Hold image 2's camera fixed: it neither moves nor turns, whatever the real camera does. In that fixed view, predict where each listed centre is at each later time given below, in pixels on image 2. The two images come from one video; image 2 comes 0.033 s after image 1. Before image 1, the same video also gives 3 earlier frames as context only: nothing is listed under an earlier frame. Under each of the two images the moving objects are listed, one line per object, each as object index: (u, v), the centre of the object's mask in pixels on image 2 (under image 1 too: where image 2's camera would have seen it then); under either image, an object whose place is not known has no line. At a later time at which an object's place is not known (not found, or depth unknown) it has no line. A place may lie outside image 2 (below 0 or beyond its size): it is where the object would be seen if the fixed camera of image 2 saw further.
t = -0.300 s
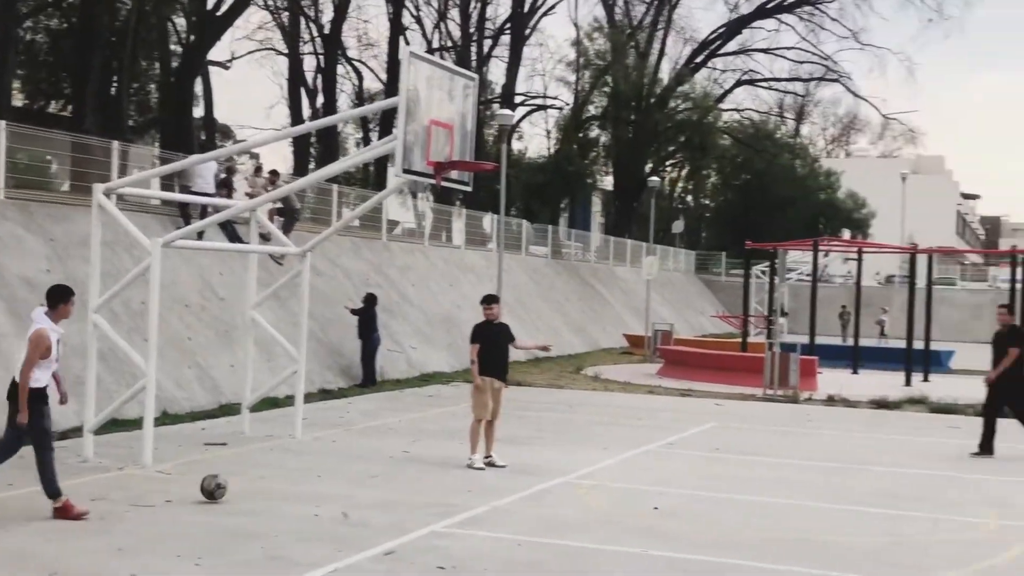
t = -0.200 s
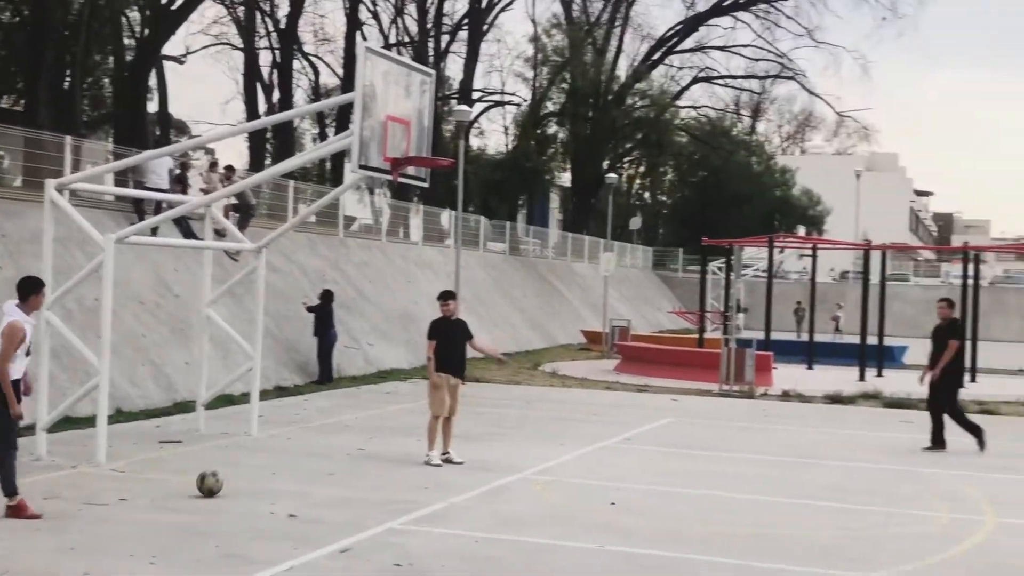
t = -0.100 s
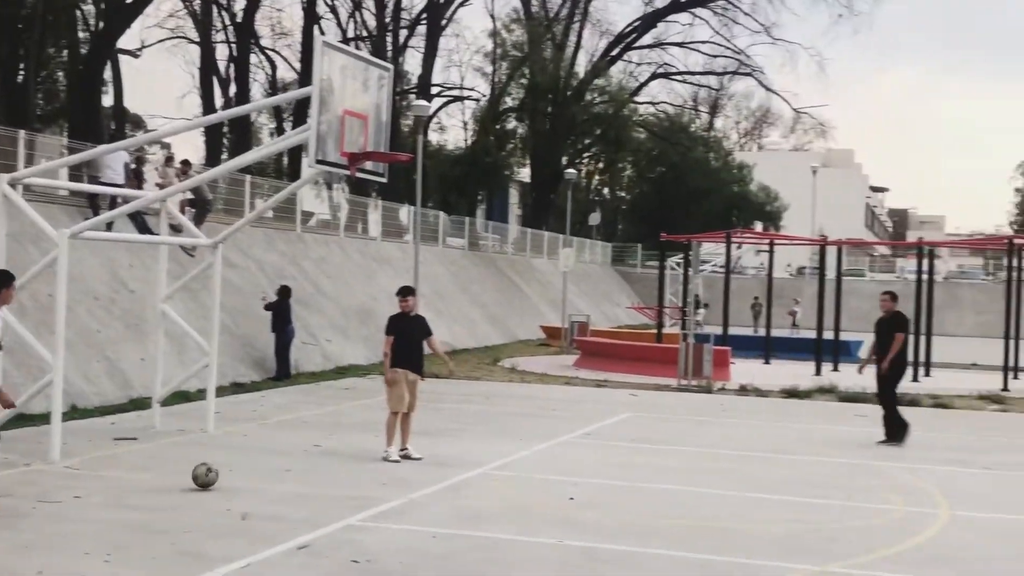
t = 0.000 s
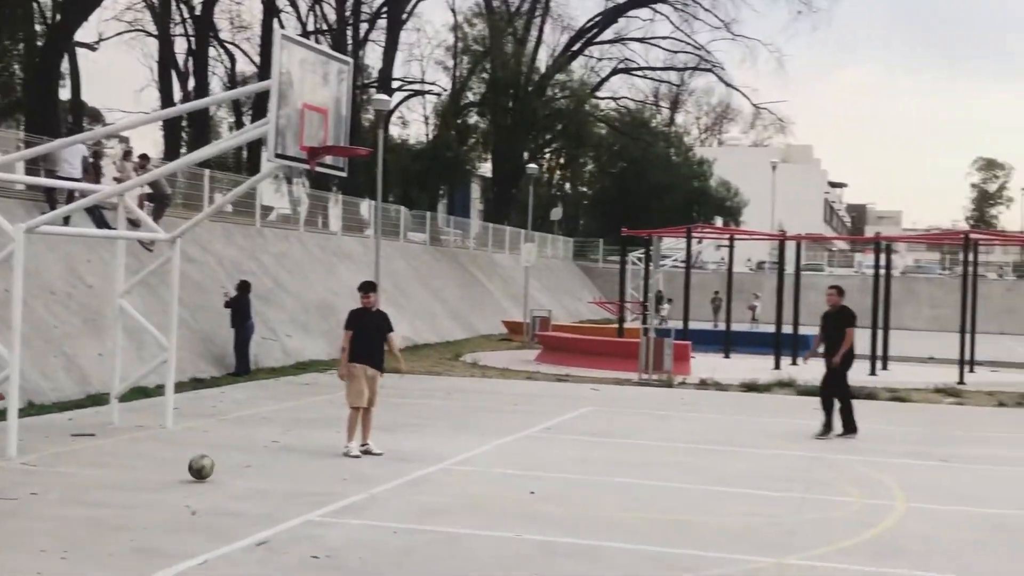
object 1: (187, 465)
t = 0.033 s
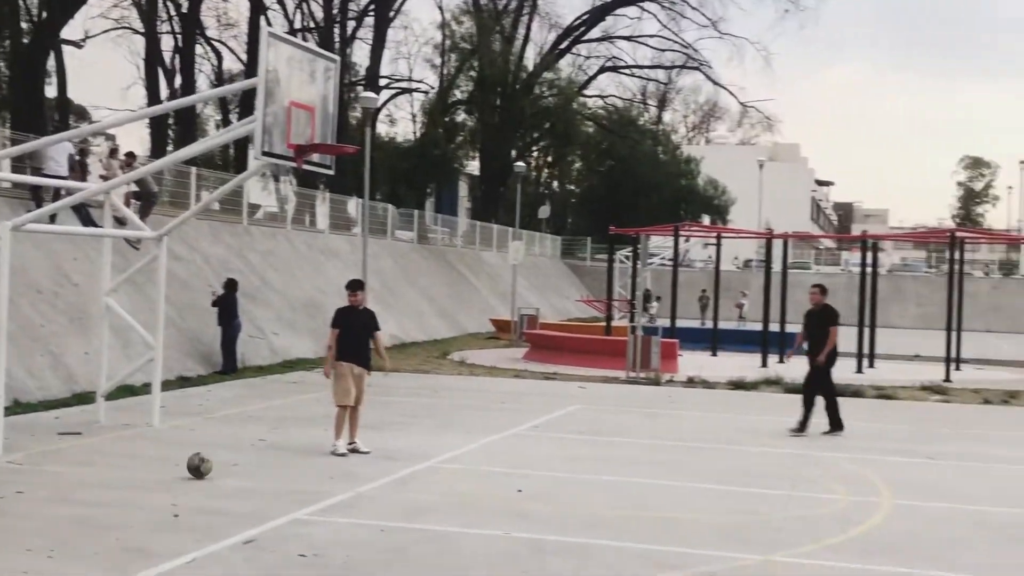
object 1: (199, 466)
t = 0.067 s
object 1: (211, 465)
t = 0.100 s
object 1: (223, 464)
